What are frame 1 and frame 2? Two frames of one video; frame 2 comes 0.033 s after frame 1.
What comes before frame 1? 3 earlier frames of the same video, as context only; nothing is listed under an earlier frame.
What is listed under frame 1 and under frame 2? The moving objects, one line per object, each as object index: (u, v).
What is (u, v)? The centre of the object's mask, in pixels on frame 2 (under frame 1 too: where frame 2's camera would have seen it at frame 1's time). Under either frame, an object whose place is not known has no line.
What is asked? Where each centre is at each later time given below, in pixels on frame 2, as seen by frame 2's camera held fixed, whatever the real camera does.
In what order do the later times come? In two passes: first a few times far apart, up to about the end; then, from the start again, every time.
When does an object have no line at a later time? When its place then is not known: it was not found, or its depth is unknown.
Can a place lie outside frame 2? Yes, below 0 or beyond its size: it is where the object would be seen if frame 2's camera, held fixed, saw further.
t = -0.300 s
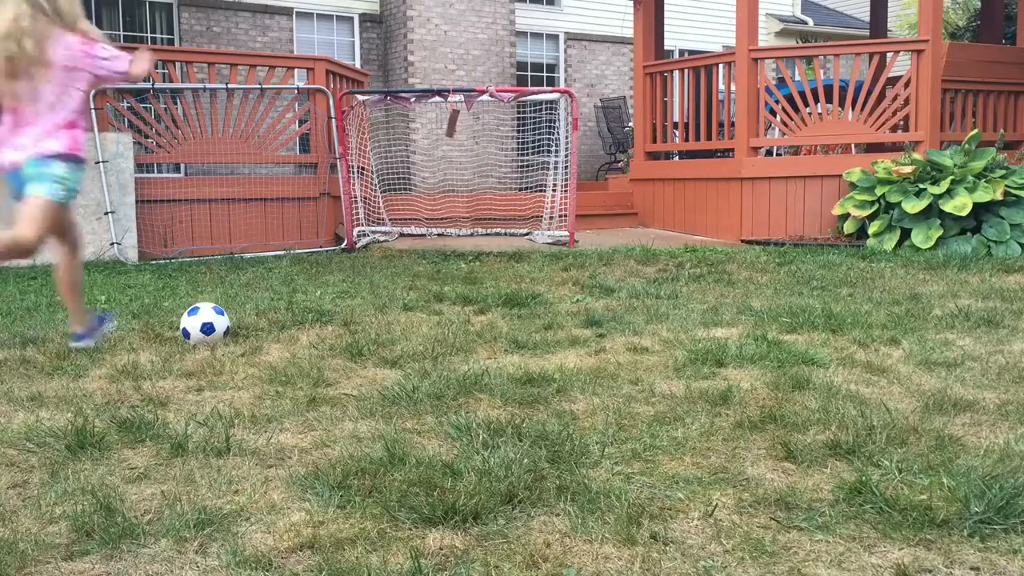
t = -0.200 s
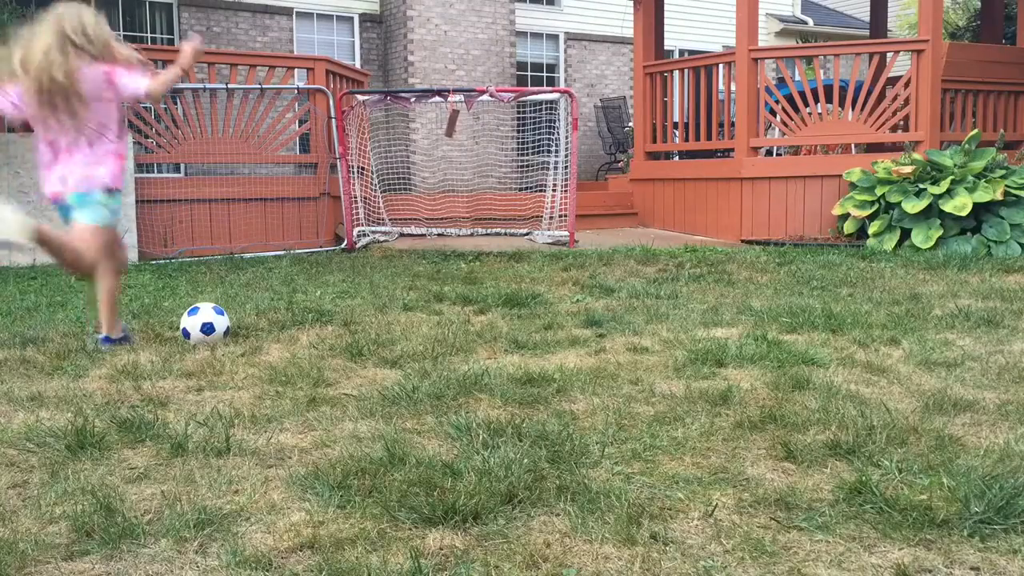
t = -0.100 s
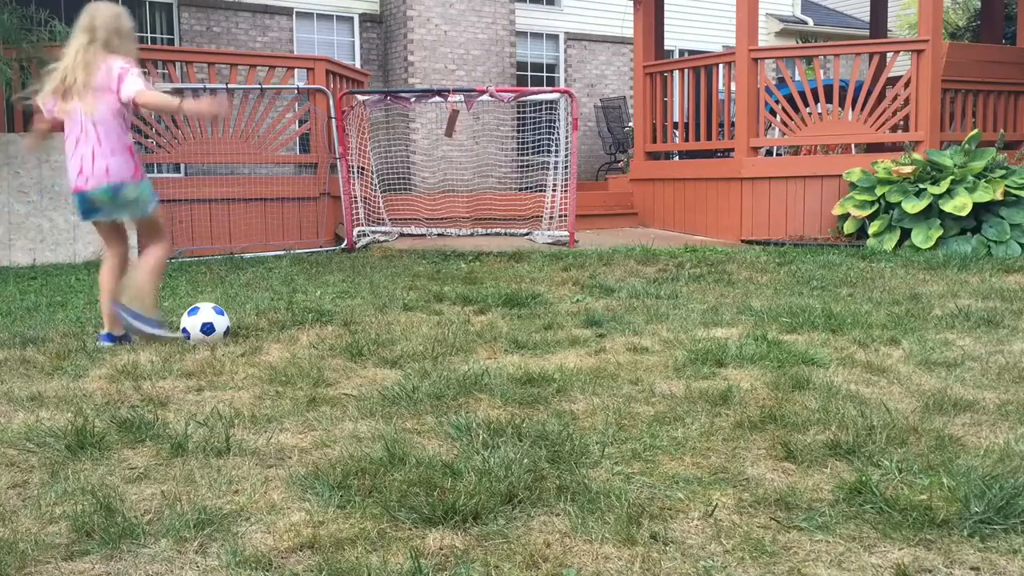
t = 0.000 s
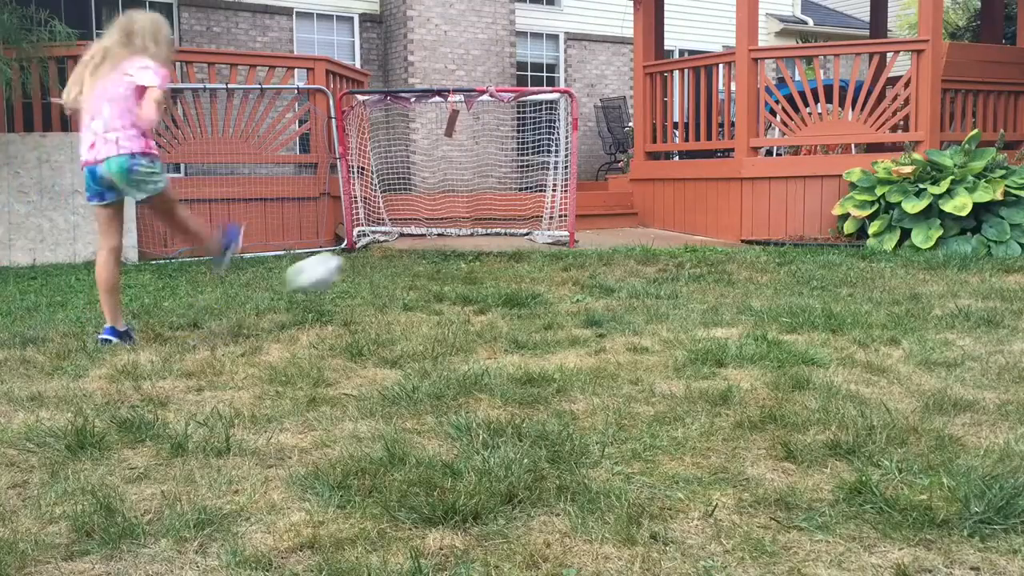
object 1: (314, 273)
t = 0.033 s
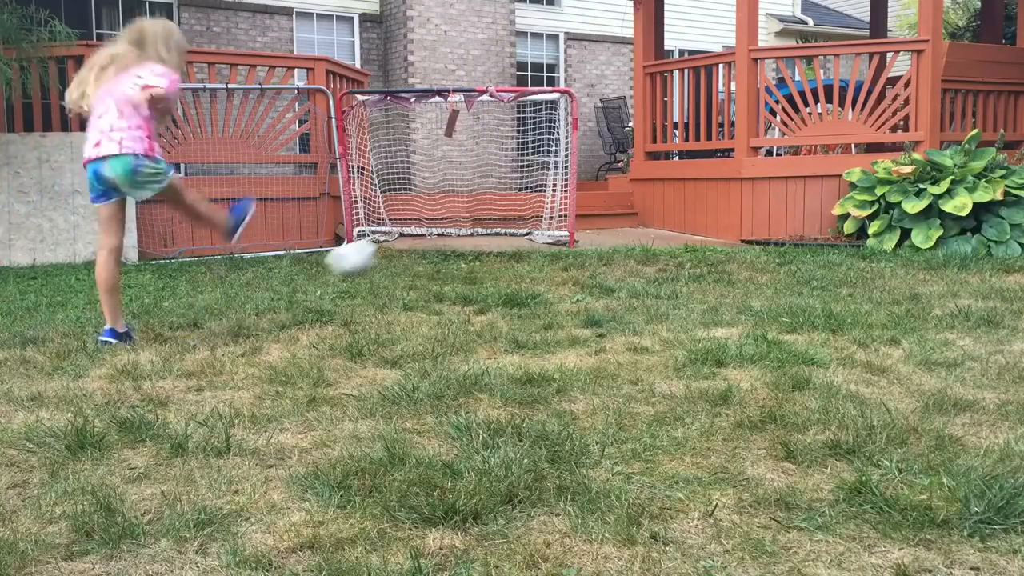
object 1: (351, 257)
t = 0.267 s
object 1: (514, 227)
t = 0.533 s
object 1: (505, 214)
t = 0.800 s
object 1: (475, 227)
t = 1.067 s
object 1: (454, 229)
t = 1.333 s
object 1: (431, 232)
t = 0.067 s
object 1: (384, 249)
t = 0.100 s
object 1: (412, 241)
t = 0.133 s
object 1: (439, 236)
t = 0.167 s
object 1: (462, 233)
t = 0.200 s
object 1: (481, 233)
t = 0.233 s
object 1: (499, 233)
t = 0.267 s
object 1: (514, 227)
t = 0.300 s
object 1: (529, 221)
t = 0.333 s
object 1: (534, 215)
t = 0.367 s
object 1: (531, 211)
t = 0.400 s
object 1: (526, 210)
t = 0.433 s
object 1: (520, 209)
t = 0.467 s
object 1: (515, 209)
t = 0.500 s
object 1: (510, 211)
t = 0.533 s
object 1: (505, 214)
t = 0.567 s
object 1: (499, 218)
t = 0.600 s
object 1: (495, 225)
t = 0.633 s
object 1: (491, 225)
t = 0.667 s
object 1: (487, 222)
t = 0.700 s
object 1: (485, 221)
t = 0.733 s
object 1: (481, 222)
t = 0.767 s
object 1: (478, 224)
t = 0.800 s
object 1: (475, 227)
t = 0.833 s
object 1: (472, 226)
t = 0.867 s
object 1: (469, 226)
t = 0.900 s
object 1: (467, 227)
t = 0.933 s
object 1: (464, 227)
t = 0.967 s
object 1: (462, 228)
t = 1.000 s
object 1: (459, 228)
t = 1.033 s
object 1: (457, 229)
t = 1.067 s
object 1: (454, 229)
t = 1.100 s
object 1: (451, 230)
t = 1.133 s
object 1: (448, 230)
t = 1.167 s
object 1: (445, 230)
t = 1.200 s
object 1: (442, 230)
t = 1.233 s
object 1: (439, 230)
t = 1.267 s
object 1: (436, 231)
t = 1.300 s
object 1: (434, 232)
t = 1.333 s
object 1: (431, 232)
